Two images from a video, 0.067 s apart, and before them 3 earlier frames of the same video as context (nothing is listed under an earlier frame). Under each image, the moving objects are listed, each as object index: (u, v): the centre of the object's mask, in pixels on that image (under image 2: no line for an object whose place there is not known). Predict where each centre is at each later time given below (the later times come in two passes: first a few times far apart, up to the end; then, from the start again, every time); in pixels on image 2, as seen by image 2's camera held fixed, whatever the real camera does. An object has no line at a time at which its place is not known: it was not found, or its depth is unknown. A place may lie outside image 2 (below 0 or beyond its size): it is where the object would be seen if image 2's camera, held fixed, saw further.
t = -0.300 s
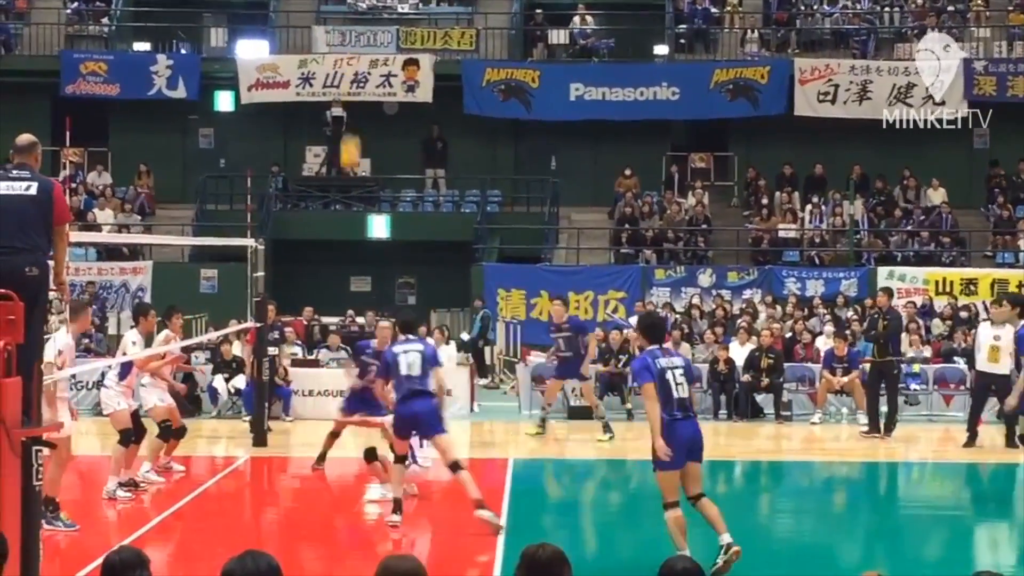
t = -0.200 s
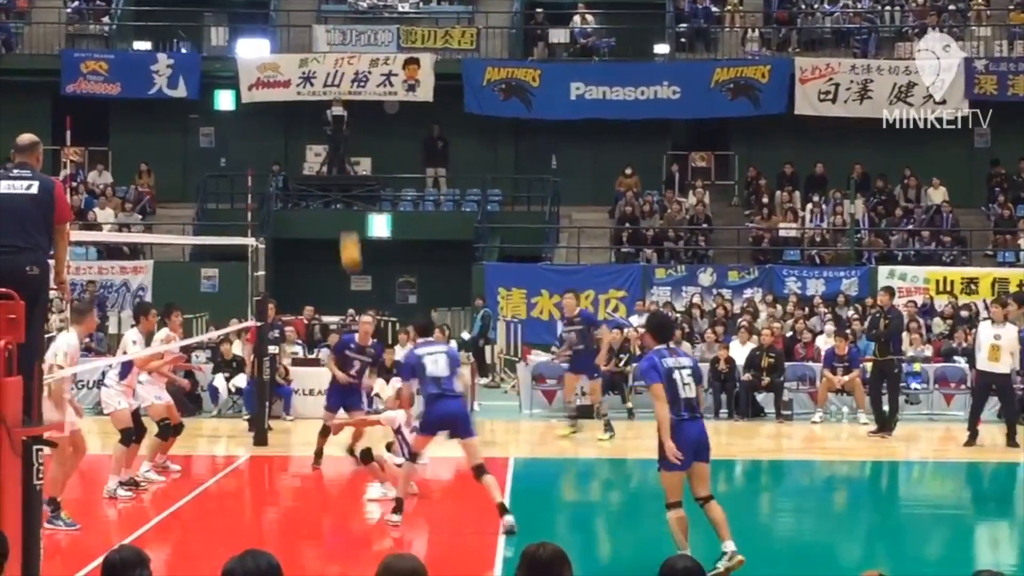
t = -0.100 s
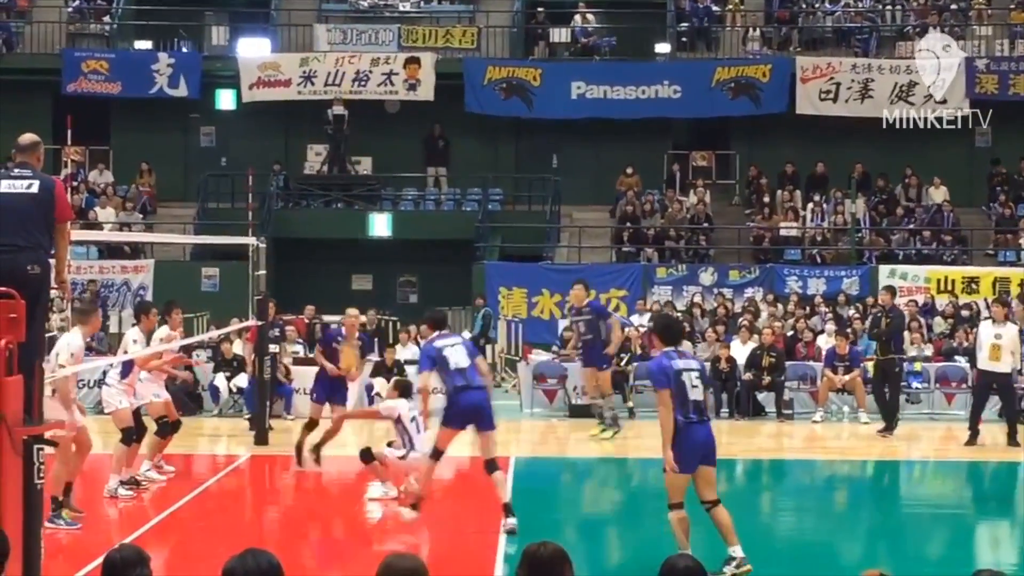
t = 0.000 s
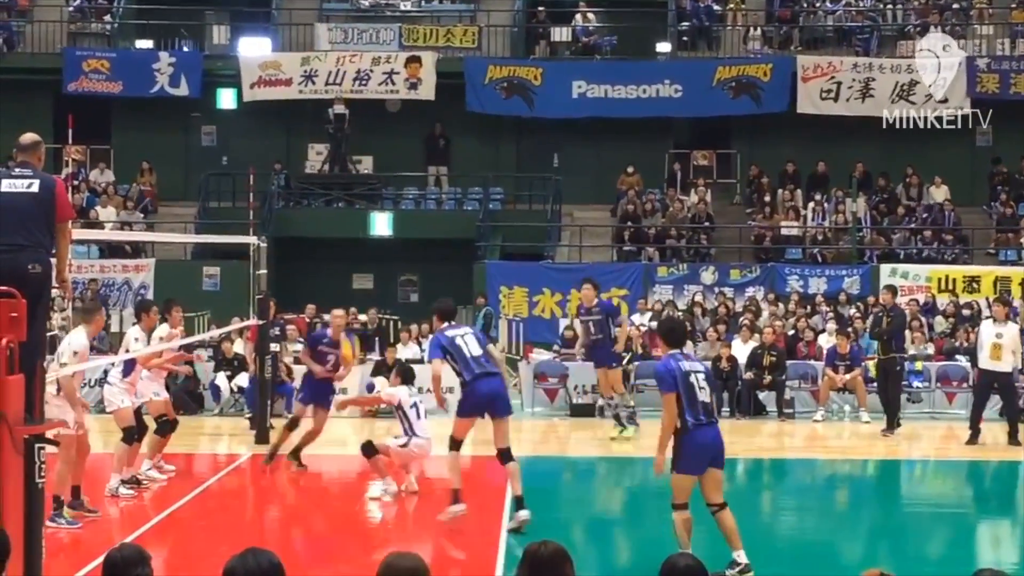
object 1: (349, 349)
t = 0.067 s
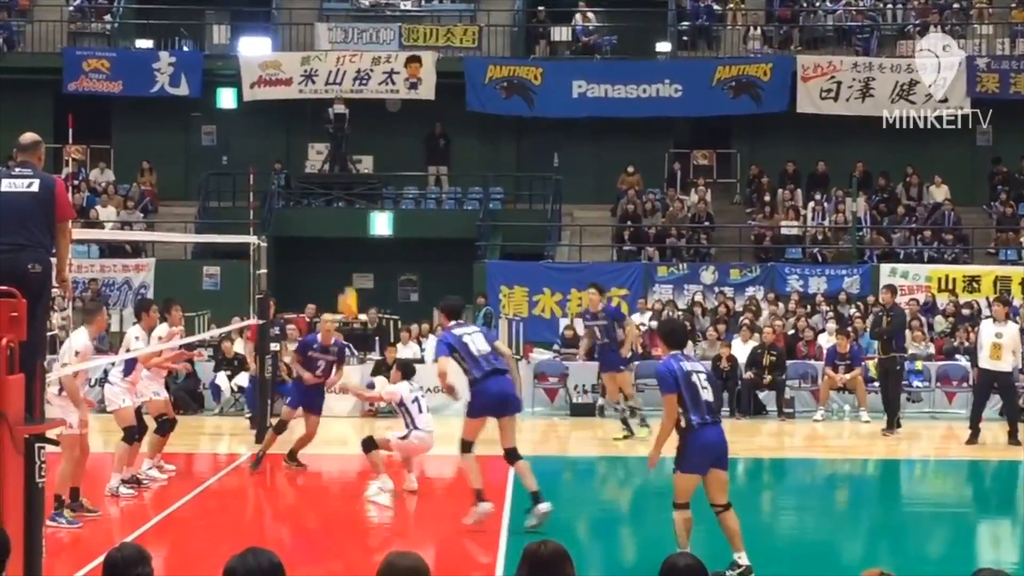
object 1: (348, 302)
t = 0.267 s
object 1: (344, 193)
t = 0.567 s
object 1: (335, 108)
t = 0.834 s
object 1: (327, 107)
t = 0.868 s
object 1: (326, 112)
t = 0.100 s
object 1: (347, 283)
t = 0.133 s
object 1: (347, 262)
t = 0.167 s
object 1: (346, 242)
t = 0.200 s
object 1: (345, 225)
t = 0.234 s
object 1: (344, 208)
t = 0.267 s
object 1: (344, 193)
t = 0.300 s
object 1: (343, 179)
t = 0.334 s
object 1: (342, 166)
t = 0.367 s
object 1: (341, 154)
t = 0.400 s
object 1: (340, 143)
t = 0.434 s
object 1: (339, 134)
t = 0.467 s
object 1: (338, 126)
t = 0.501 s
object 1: (337, 118)
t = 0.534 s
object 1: (336, 112)
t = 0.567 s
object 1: (335, 108)
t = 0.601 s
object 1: (335, 105)
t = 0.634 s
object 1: (335, 103)
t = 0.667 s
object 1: (332, 100)
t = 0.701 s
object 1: (332, 98)
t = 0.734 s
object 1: (330, 99)
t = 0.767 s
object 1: (330, 101)
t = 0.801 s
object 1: (328, 103)
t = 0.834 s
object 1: (327, 107)
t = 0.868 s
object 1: (326, 112)
